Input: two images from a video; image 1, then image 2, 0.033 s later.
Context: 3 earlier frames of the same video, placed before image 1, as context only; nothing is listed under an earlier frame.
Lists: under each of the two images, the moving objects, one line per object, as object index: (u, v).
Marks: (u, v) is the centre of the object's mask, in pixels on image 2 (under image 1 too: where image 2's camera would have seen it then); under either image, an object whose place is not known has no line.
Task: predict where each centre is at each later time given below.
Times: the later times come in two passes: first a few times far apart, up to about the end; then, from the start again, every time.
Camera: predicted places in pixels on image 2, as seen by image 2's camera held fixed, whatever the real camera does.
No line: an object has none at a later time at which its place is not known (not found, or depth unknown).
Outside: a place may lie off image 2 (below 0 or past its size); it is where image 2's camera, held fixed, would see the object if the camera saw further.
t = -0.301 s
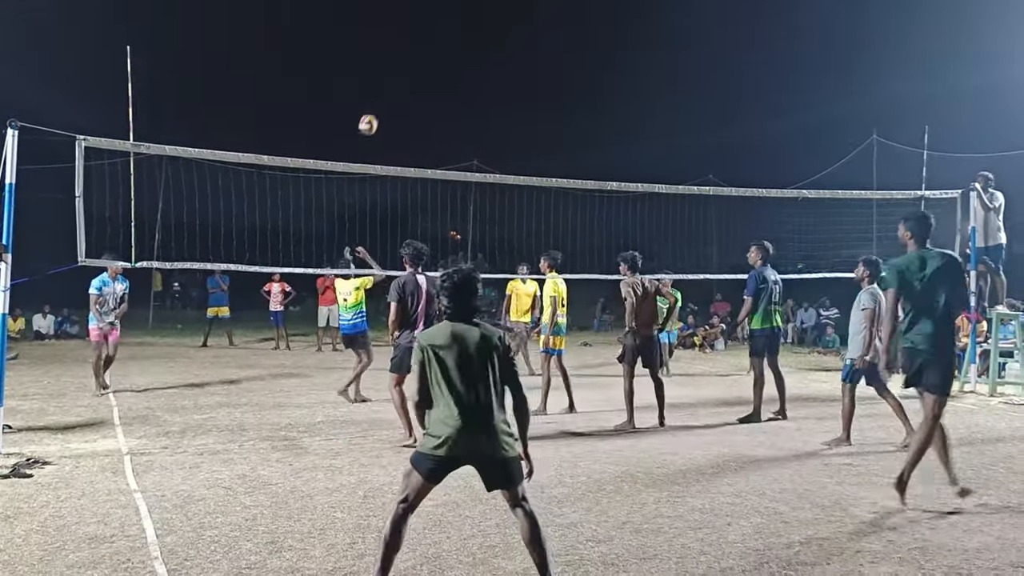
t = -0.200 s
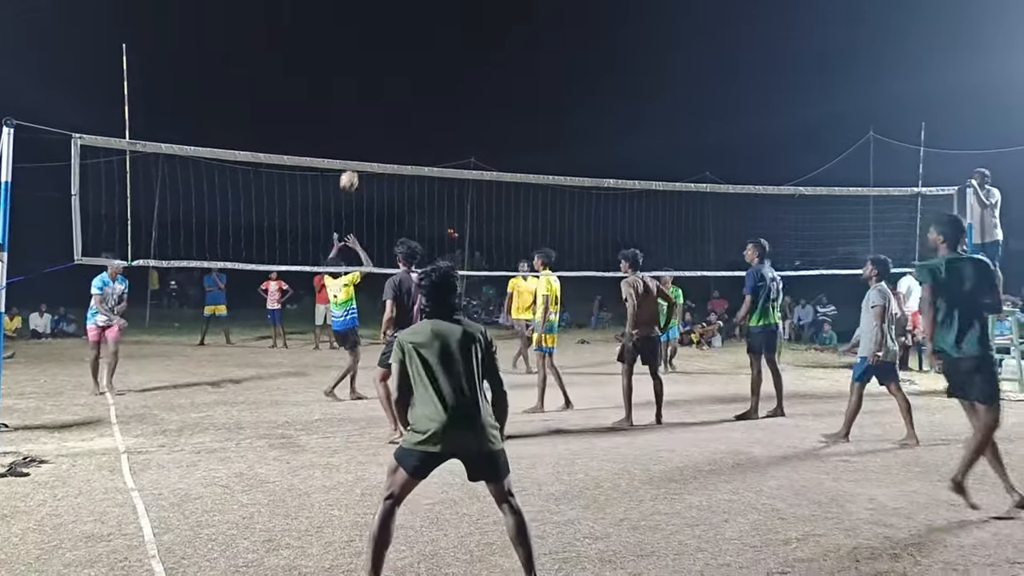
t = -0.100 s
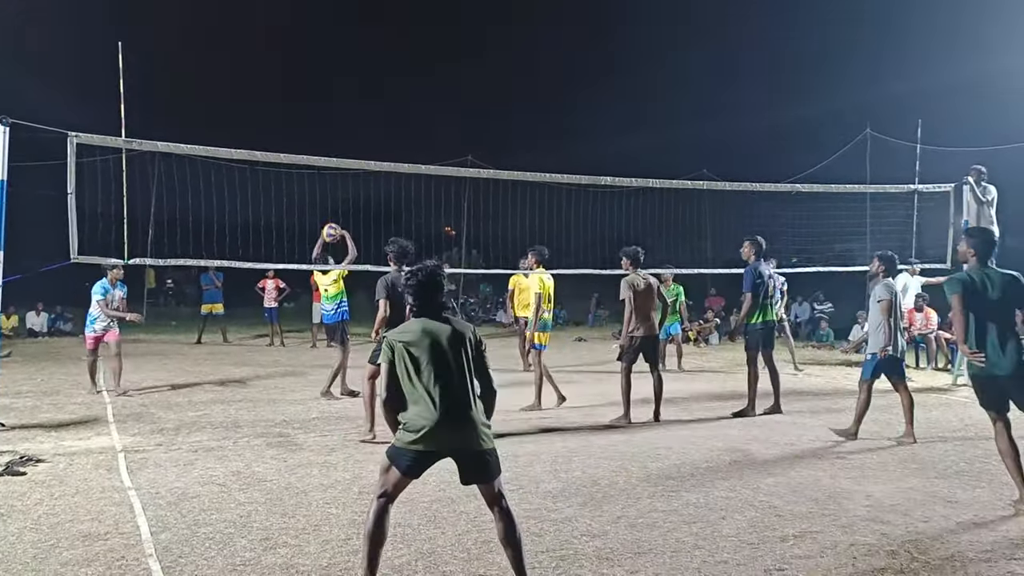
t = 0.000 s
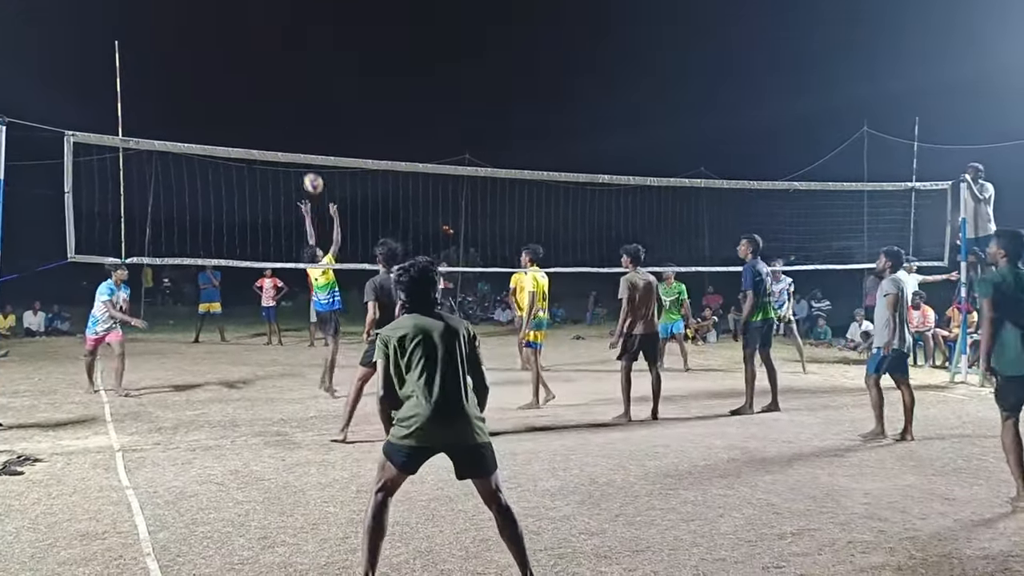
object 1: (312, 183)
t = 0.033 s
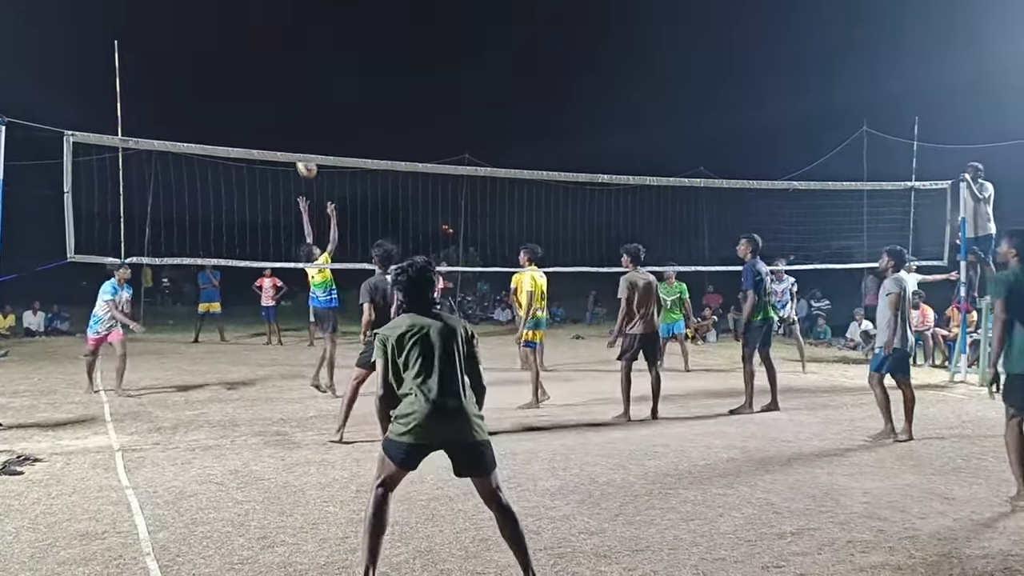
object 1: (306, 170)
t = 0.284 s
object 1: (260, 75)
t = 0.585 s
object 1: (204, 34)
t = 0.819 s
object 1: (159, 60)
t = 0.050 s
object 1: (303, 159)
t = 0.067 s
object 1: (300, 148)
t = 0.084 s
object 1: (297, 144)
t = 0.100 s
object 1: (294, 137)
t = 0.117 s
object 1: (290, 130)
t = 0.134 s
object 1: (288, 124)
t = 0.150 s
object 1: (284, 117)
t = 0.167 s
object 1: (281, 111)
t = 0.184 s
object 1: (278, 105)
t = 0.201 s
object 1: (275, 99)
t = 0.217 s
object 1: (272, 94)
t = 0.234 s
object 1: (269, 89)
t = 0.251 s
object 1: (266, 84)
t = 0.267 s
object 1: (263, 79)
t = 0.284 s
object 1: (260, 75)
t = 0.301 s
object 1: (256, 70)
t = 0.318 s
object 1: (253, 66)
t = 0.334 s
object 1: (250, 63)
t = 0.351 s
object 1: (247, 59)
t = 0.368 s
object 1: (244, 56)
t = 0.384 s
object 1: (241, 53)
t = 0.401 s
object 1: (238, 50)
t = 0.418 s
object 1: (235, 47)
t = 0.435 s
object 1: (232, 45)
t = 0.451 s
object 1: (229, 42)
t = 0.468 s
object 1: (226, 41)
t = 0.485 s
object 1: (222, 39)
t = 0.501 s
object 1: (219, 38)
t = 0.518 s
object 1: (216, 36)
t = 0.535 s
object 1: (213, 35)
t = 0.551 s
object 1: (210, 35)
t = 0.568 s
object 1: (207, 34)
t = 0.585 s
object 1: (204, 34)
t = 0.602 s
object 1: (201, 34)
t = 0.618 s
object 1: (198, 35)
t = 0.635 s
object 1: (195, 35)
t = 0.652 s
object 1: (192, 37)
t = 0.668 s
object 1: (189, 38)
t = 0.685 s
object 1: (185, 39)
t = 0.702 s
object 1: (182, 41)
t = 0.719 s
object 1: (179, 43)
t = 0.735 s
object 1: (176, 45)
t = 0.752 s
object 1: (172, 47)
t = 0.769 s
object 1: (169, 50)
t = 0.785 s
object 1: (166, 53)
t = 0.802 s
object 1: (162, 56)
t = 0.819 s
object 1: (159, 60)
